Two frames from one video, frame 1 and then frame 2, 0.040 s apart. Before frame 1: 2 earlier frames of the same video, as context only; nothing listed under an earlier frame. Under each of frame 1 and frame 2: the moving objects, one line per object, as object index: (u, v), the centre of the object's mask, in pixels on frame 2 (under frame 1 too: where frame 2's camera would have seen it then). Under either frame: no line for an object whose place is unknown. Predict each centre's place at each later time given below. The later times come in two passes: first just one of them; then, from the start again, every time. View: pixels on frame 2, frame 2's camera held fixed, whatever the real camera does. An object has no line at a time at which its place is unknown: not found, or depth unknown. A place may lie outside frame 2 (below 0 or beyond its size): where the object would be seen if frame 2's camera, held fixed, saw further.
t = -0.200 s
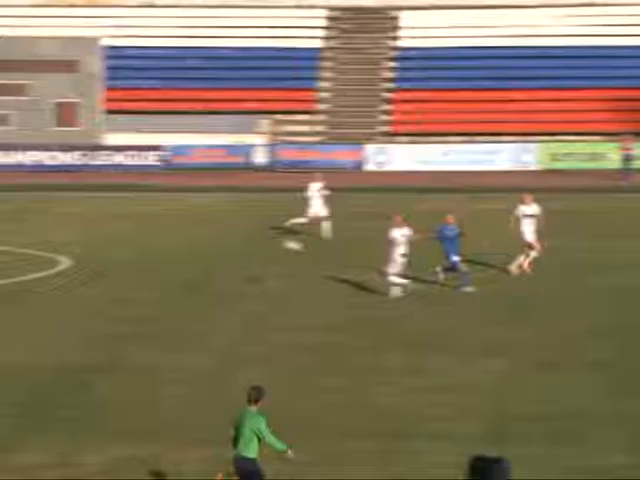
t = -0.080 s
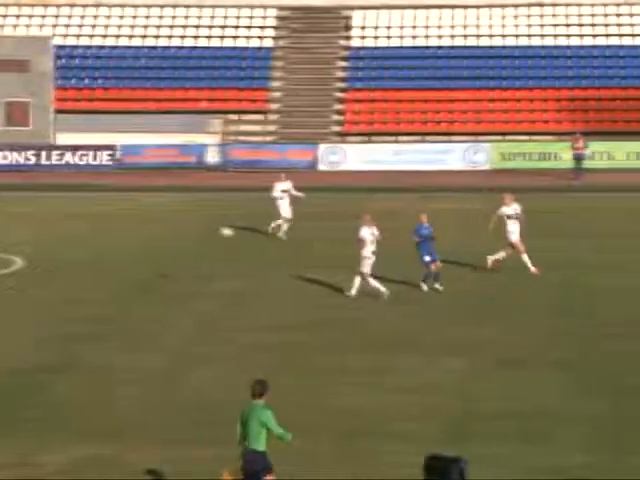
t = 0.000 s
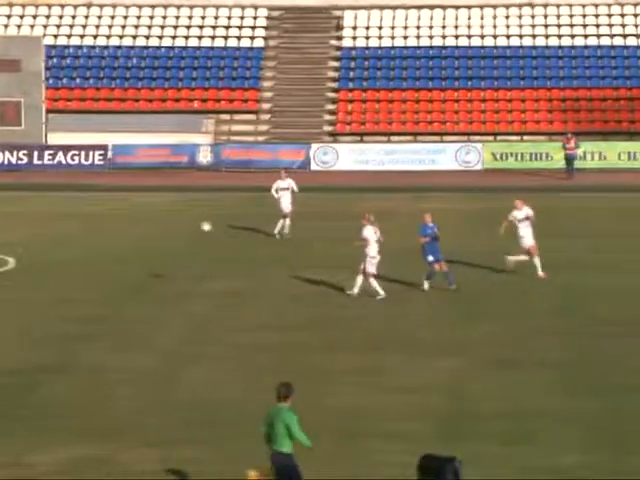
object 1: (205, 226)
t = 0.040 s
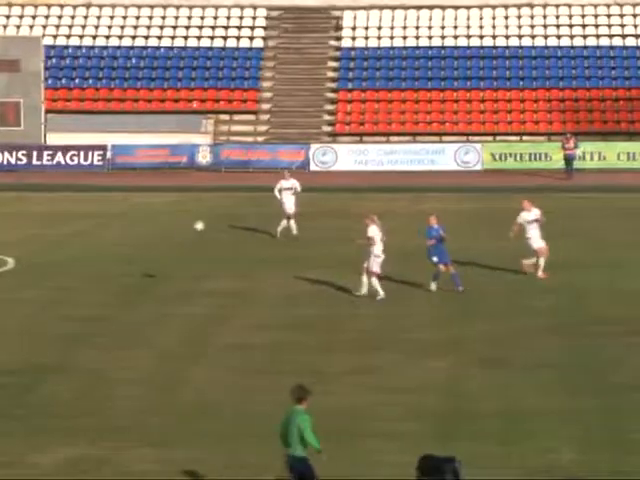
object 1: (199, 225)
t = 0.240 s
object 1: (168, 233)
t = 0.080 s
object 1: (192, 225)
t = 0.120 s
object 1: (186, 226)
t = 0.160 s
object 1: (180, 227)
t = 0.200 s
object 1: (174, 230)
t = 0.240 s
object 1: (168, 233)
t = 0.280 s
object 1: (161, 237)
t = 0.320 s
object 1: (156, 240)
